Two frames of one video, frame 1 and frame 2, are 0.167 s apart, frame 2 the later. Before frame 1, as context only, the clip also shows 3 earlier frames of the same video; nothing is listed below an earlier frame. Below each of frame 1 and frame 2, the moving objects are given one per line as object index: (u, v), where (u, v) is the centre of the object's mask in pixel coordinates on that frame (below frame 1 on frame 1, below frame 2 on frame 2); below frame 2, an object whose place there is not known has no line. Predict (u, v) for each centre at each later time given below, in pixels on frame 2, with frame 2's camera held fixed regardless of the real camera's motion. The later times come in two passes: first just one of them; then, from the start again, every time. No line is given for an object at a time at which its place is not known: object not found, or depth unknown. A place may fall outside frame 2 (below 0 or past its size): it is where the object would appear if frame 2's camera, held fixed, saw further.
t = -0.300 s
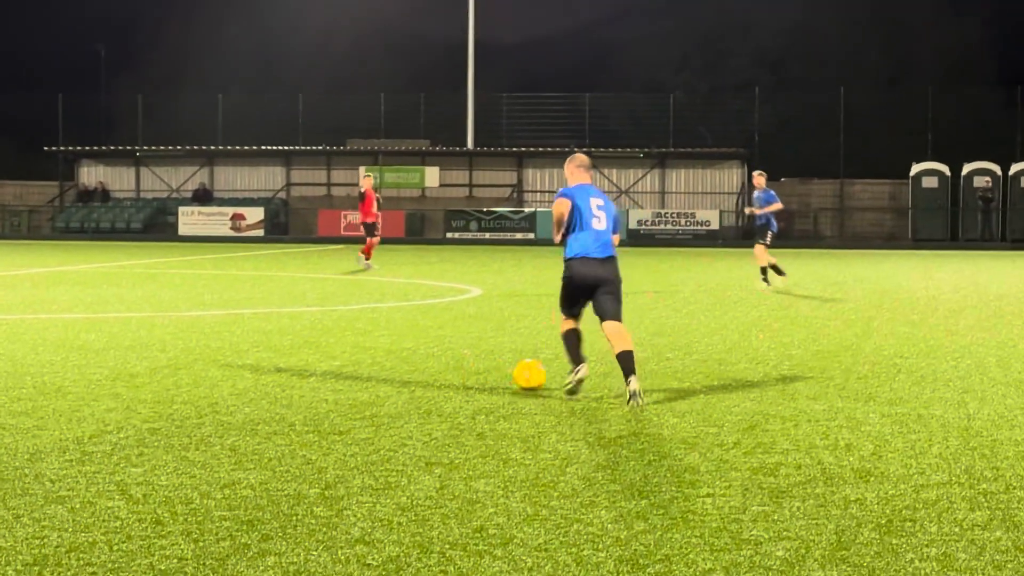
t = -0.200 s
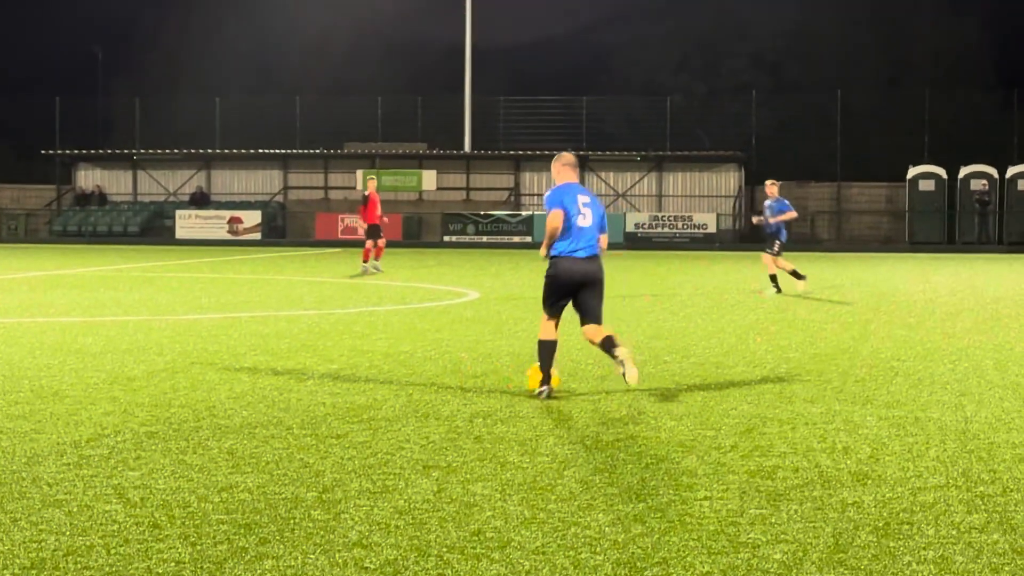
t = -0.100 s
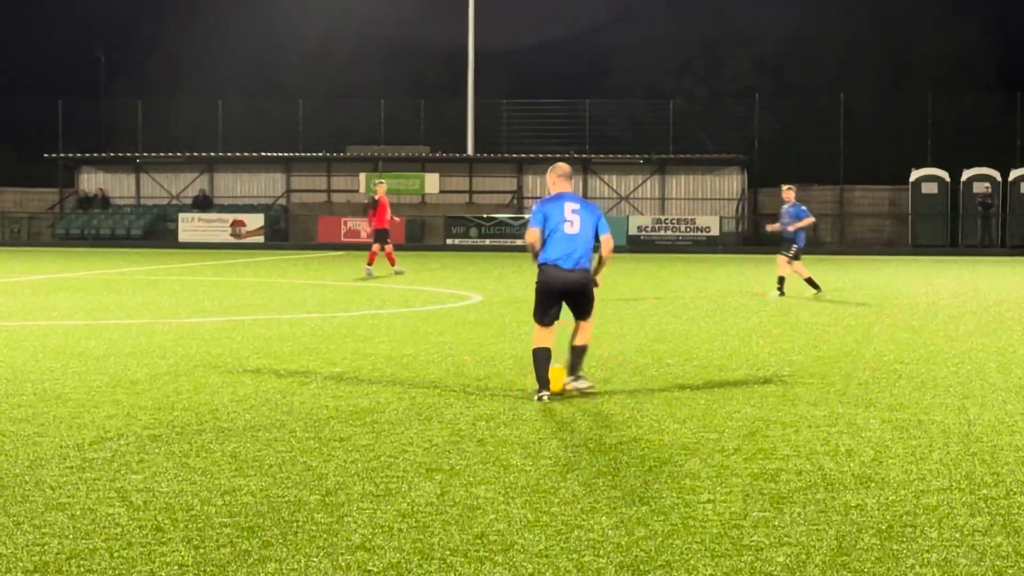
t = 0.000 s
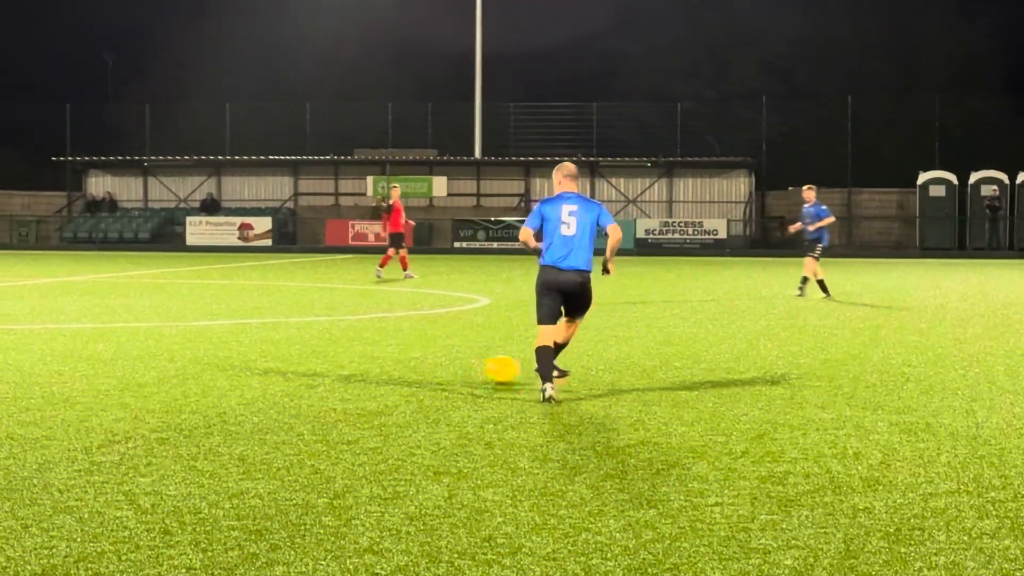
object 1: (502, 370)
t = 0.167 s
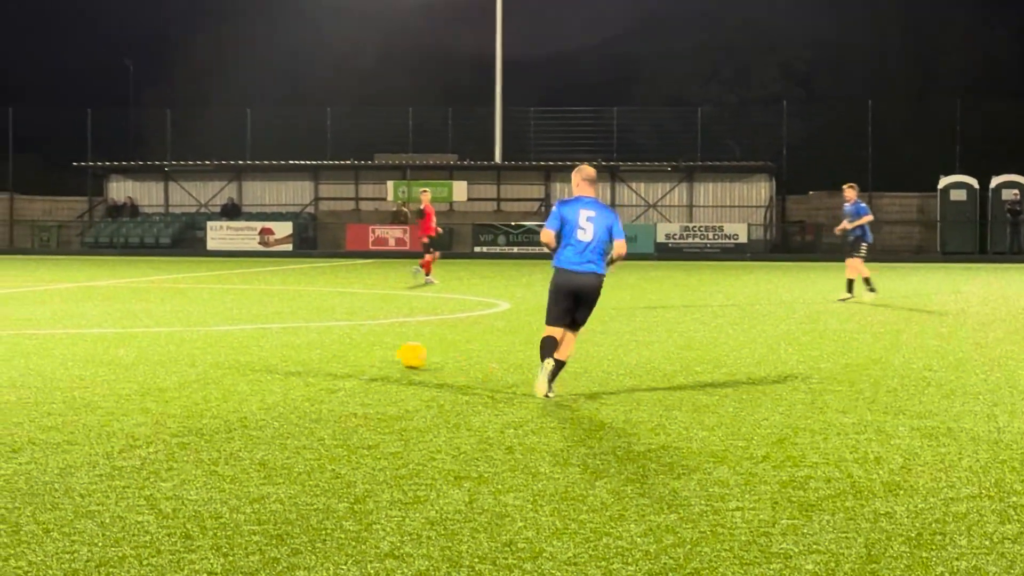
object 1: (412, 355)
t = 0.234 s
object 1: (377, 353)
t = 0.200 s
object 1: (393, 354)
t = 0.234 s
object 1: (377, 353)
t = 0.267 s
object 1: (361, 350)
